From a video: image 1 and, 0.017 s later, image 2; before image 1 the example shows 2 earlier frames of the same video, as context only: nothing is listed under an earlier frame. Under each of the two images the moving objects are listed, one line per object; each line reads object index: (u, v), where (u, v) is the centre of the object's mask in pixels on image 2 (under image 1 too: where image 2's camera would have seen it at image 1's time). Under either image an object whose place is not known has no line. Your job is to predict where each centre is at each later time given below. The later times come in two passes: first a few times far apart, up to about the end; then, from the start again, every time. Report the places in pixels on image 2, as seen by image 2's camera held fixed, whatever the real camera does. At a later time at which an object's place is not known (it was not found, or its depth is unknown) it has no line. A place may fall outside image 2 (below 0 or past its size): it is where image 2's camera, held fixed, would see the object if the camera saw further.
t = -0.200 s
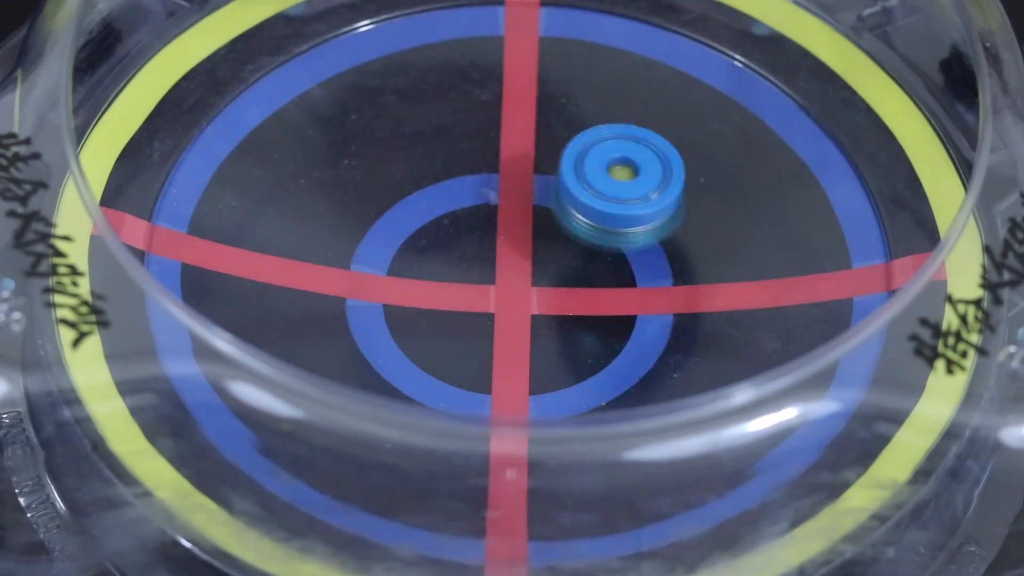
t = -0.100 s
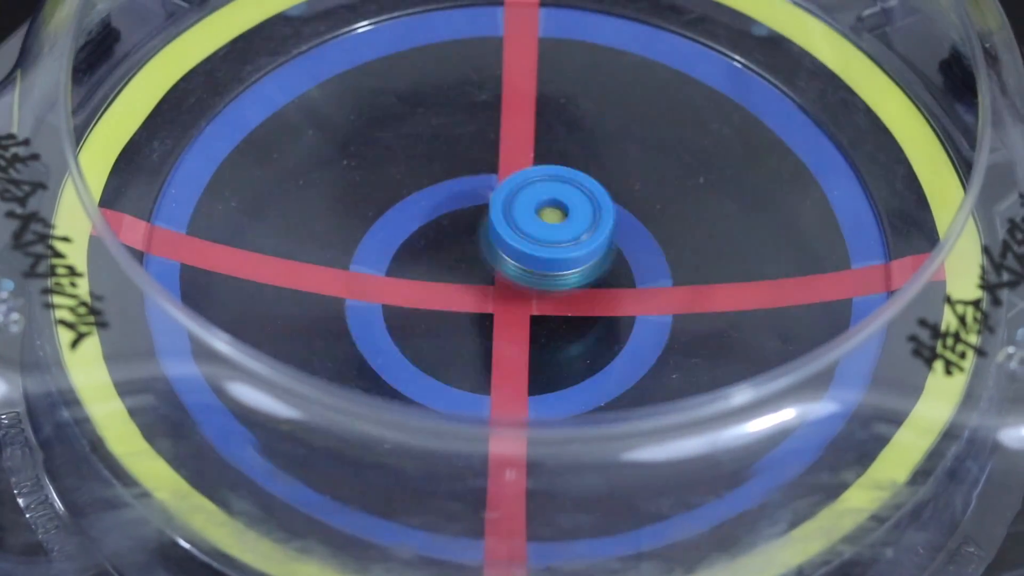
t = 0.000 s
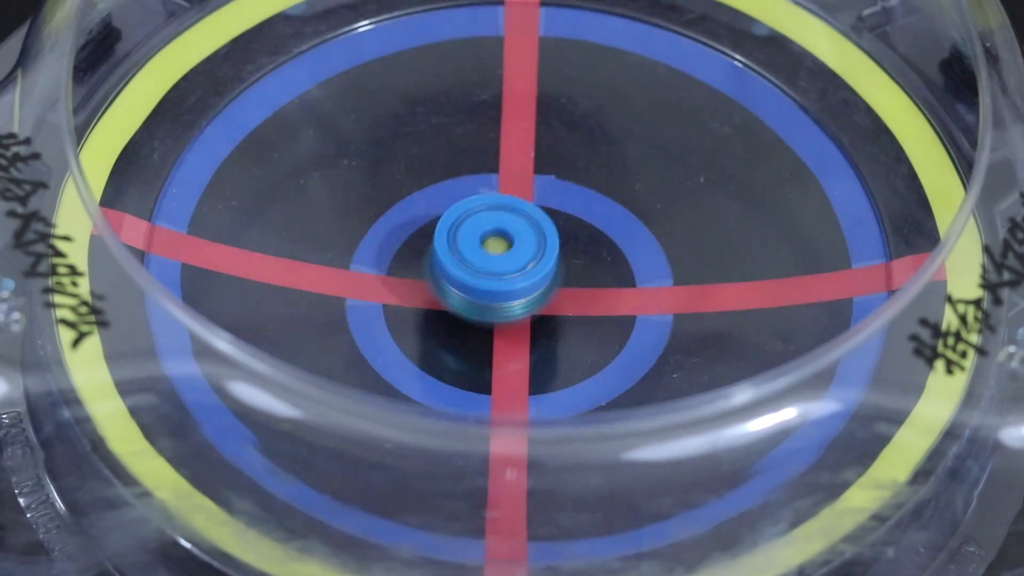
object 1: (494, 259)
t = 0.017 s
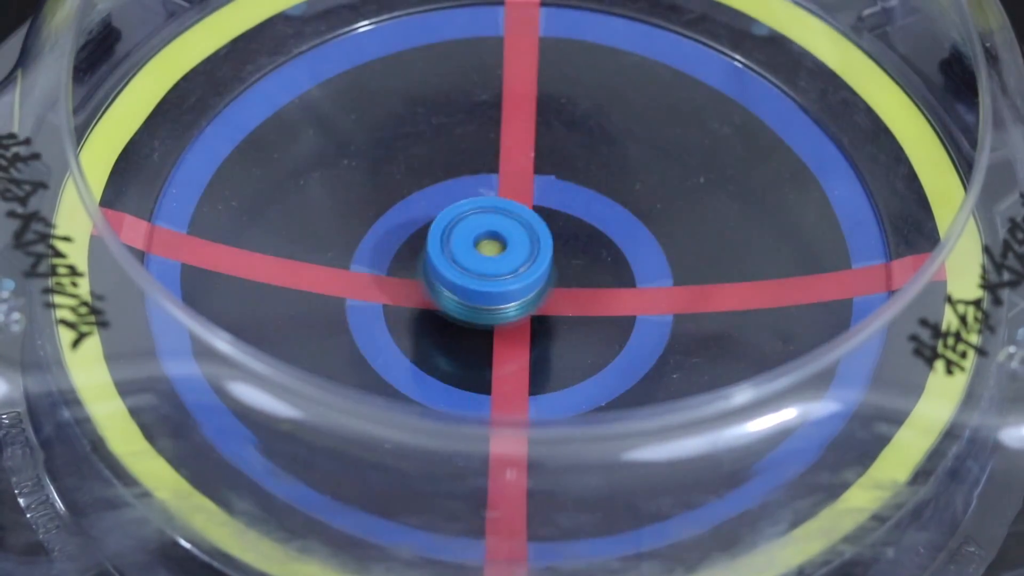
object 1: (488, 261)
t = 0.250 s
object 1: (472, 259)
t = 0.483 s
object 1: (491, 252)
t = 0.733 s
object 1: (492, 241)
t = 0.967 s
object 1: (494, 238)
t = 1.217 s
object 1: (497, 239)
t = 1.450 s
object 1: (508, 238)
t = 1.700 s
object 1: (515, 236)
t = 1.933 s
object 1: (519, 236)
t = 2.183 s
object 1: (534, 245)
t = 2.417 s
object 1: (536, 259)
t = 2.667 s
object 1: (521, 278)
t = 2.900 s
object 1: (496, 271)
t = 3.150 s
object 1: (491, 250)
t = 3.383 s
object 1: (512, 238)
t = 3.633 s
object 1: (536, 247)
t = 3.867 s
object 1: (538, 247)
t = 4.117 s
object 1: (534, 249)
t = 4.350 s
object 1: (531, 256)
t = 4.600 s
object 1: (537, 261)
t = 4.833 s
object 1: (536, 260)
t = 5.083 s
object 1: (526, 262)
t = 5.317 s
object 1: (522, 268)
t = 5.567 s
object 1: (521, 268)
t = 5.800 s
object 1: (513, 266)
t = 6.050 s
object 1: (508, 264)
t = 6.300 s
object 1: (505, 263)
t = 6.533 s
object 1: (501, 260)
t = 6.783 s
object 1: (501, 258)
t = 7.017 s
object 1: (502, 254)
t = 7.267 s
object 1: (503, 251)
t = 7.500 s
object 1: (504, 249)
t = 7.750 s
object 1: (507, 247)
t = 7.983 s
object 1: (509, 248)
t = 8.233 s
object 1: (511, 248)
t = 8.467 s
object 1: (516, 248)
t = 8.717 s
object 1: (517, 250)
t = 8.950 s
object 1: (519, 250)
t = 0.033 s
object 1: (482, 263)
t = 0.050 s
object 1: (478, 264)
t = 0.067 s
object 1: (474, 265)
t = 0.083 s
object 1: (470, 265)
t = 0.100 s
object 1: (467, 265)
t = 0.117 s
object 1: (465, 264)
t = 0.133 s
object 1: (464, 263)
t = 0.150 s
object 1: (464, 263)
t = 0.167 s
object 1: (464, 262)
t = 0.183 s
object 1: (465, 261)
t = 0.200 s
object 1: (467, 261)
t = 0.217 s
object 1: (468, 260)
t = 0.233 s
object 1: (470, 259)
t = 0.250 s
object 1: (472, 259)
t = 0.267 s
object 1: (474, 259)
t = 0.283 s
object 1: (477, 258)
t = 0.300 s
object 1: (479, 258)
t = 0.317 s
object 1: (481, 258)
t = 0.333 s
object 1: (483, 257)
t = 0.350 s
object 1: (485, 257)
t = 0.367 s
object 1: (487, 256)
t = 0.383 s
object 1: (488, 255)
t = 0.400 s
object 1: (489, 255)
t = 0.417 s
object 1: (490, 254)
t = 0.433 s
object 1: (490, 254)
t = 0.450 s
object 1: (491, 253)
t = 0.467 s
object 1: (491, 253)
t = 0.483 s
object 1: (491, 252)
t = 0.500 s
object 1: (491, 251)
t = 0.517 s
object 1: (491, 250)
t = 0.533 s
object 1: (491, 250)
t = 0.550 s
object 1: (491, 249)
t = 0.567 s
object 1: (491, 248)
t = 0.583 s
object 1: (491, 247)
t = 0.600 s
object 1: (490, 246)
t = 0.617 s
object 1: (490, 246)
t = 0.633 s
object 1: (491, 245)
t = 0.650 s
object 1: (491, 244)
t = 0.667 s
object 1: (491, 243)
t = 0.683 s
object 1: (491, 242)
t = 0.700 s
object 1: (491, 242)
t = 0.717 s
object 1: (491, 241)
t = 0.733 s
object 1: (492, 241)
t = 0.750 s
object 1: (492, 240)
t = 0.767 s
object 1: (492, 240)
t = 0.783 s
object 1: (492, 239)
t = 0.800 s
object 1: (492, 239)
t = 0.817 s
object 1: (492, 238)
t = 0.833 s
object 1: (492, 238)
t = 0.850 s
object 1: (492, 238)
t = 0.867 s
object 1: (493, 238)
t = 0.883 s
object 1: (493, 238)
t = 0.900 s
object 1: (493, 238)
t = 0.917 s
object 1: (493, 238)
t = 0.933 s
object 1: (494, 238)
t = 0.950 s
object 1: (494, 238)
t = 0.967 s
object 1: (494, 238)
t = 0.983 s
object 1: (494, 238)
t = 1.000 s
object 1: (494, 238)
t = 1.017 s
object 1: (494, 238)
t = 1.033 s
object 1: (494, 238)
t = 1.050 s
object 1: (495, 238)
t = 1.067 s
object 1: (495, 238)
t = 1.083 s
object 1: (495, 238)
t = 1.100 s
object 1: (495, 239)
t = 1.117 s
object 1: (495, 239)
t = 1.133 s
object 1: (496, 239)
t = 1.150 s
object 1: (496, 238)
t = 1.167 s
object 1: (496, 238)
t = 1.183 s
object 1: (496, 239)
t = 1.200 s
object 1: (497, 239)
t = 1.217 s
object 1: (497, 239)
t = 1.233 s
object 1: (498, 239)
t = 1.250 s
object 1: (499, 239)
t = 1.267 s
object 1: (499, 239)
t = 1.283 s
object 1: (500, 239)
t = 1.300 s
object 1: (501, 239)
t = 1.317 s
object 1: (501, 239)
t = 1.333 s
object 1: (502, 239)
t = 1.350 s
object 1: (503, 239)
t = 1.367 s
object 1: (504, 239)
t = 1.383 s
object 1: (505, 238)
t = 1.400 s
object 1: (506, 238)
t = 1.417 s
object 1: (506, 238)
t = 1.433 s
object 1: (507, 238)
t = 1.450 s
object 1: (508, 238)
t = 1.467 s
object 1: (509, 238)
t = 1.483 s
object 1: (509, 238)
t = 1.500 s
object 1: (510, 238)
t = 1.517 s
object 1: (510, 238)
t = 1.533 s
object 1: (511, 238)
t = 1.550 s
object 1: (512, 238)
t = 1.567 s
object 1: (512, 237)
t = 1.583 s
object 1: (512, 237)
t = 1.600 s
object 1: (513, 237)
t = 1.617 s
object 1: (513, 237)
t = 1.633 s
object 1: (514, 237)
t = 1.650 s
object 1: (514, 236)
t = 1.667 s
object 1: (515, 236)
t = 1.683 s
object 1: (515, 236)
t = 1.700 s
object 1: (515, 236)
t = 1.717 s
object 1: (516, 236)
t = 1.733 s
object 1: (516, 236)
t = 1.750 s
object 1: (516, 236)
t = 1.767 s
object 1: (517, 236)
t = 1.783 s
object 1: (517, 236)
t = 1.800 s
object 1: (517, 236)
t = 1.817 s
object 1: (518, 236)
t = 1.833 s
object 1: (518, 236)
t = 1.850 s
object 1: (518, 236)
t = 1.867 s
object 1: (518, 236)
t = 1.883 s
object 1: (519, 236)
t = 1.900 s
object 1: (519, 236)
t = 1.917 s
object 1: (519, 236)
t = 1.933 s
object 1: (519, 236)
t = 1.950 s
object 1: (520, 237)
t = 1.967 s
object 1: (520, 237)
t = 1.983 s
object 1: (520, 237)
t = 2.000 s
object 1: (521, 237)
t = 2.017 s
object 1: (521, 237)
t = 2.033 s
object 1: (521, 237)
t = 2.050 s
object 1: (522, 238)
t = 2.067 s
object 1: (524, 239)
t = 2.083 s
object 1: (526, 240)
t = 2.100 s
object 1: (527, 240)
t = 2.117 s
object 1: (530, 241)
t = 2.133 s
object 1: (532, 242)
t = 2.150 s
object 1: (533, 243)
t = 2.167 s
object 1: (534, 244)
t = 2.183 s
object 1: (534, 245)
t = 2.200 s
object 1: (534, 245)
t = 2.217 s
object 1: (535, 246)
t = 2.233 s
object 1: (535, 247)
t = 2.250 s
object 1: (535, 247)
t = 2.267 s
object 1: (536, 248)
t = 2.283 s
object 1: (536, 249)
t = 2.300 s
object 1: (535, 251)
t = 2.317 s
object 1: (536, 252)
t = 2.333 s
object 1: (536, 254)
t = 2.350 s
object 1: (536, 255)
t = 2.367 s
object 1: (537, 257)
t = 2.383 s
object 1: (537, 258)
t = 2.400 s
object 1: (537, 258)
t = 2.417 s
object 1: (536, 259)
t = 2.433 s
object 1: (536, 260)
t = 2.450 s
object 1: (536, 261)
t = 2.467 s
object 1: (535, 262)
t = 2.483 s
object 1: (535, 262)
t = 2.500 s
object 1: (536, 263)
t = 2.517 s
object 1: (535, 265)
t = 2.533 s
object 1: (532, 267)
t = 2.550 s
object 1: (528, 269)
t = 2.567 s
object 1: (525, 271)
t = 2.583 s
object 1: (523, 273)
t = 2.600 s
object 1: (522, 274)
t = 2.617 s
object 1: (522, 275)
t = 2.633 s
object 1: (522, 276)
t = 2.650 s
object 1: (522, 277)
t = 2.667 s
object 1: (521, 278)
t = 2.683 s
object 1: (520, 277)
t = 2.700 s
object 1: (520, 277)
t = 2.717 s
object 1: (519, 276)
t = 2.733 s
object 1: (518, 274)
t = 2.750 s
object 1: (517, 274)
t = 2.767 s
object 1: (514, 272)
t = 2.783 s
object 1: (510, 270)
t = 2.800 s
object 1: (506, 268)
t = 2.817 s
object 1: (502, 269)
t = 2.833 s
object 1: (499, 270)
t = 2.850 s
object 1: (497, 271)
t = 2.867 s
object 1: (496, 271)
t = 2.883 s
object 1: (496, 271)
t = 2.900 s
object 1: (496, 271)
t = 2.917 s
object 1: (497, 271)
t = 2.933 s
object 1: (498, 271)
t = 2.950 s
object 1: (499, 271)
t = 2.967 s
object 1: (499, 270)
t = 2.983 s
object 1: (501, 268)
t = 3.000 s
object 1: (502, 265)
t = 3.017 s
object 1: (502, 263)
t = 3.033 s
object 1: (501, 259)
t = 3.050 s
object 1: (499, 257)
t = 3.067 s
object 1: (496, 254)
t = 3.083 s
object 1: (494, 252)
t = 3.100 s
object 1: (492, 251)
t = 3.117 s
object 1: (492, 251)
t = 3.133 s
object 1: (491, 250)
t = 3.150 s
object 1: (491, 250)
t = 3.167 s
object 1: (491, 250)
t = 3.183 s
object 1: (491, 250)
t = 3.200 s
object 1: (491, 250)
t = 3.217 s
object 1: (493, 251)
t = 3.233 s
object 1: (496, 251)
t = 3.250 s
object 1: (500, 251)
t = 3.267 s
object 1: (503, 250)
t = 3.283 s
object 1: (505, 249)
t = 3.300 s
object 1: (508, 248)
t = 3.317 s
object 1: (510, 245)
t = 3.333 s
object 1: (510, 243)
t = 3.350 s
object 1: (511, 242)
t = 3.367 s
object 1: (512, 240)
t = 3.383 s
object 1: (512, 238)
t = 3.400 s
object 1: (513, 238)
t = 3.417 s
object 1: (513, 238)
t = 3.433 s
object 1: (513, 237)
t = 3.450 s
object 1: (513, 238)
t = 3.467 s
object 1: (514, 238)
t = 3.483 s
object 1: (513, 240)
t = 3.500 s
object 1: (515, 241)
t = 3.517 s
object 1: (517, 243)
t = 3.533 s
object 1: (520, 245)
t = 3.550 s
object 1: (524, 246)
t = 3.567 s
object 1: (528, 248)
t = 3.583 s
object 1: (531, 247)
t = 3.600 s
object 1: (534, 247)
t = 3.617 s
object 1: (536, 247)
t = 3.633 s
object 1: (536, 247)
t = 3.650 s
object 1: (536, 247)
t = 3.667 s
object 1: (537, 246)
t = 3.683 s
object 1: (537, 247)
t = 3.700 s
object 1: (538, 247)
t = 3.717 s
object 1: (538, 246)
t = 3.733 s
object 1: (538, 247)
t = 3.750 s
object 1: (538, 246)
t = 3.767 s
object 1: (538, 247)
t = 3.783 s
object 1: (538, 246)
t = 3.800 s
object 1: (538, 246)
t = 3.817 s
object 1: (538, 246)
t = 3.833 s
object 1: (538, 246)
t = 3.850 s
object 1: (538, 246)
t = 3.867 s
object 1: (538, 247)
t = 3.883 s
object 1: (537, 246)
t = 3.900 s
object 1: (537, 247)
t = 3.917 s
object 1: (537, 246)
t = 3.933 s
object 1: (536, 247)
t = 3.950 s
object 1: (536, 247)
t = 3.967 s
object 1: (536, 246)
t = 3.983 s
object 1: (536, 247)
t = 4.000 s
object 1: (536, 247)
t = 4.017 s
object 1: (536, 247)
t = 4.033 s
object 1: (536, 247)
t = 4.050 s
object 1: (535, 247)
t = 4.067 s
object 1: (535, 248)
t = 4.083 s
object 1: (535, 248)
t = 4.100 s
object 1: (534, 249)
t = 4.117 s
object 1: (534, 249)
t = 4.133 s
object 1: (534, 249)
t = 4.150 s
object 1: (533, 250)
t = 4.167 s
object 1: (533, 249)
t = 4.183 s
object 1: (532, 250)
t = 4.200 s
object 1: (533, 251)
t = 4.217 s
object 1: (532, 251)
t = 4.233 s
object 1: (532, 252)
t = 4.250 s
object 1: (532, 251)
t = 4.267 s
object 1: (531, 253)
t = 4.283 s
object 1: (531, 253)
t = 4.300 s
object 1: (531, 253)
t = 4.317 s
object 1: (531, 254)
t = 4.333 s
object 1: (531, 254)
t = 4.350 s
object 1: (531, 256)
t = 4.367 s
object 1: (531, 255)
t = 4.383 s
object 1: (531, 257)
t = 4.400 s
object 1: (532, 257)
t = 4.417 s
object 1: (532, 258)
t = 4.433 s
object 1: (533, 259)
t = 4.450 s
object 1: (533, 259)
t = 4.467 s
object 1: (533, 260)
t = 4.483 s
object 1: (534, 260)
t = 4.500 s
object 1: (534, 261)
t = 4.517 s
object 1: (535, 261)
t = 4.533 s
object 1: (535, 261)
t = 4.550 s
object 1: (536, 262)
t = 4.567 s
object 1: (536, 261)
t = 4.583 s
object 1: (537, 262)
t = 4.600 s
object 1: (537, 261)
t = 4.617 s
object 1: (537, 262)
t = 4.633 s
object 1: (538, 262)
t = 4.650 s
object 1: (538, 262)
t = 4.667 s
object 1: (538, 262)
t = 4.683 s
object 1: (538, 262)
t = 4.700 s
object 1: (538, 262)
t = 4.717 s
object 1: (538, 261)
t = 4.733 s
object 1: (538, 262)
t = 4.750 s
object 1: (538, 261)
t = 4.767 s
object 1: (538, 262)
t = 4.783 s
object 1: (538, 261)
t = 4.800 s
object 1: (537, 261)
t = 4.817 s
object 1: (537, 261)
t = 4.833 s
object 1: (536, 260)
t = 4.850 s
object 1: (536, 261)
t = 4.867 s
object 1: (535, 260)
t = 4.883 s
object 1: (535, 261)
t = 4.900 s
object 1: (534, 260)
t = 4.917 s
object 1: (533, 261)
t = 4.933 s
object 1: (533, 260)
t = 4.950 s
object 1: (532, 261)
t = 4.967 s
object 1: (532, 261)
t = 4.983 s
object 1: (531, 261)
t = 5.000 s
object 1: (530, 261)
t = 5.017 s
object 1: (529, 261)
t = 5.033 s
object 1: (528, 262)
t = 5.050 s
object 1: (527, 261)
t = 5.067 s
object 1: (527, 262)
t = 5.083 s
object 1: (526, 262)
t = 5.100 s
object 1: (525, 263)
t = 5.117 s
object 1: (525, 263)
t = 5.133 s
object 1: (524, 264)
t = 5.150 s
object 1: (524, 264)
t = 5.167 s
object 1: (523, 265)
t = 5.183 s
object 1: (523, 265)
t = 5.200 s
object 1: (522, 266)
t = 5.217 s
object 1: (522, 266)
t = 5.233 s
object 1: (521, 266)
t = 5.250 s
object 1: (522, 267)
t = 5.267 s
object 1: (521, 266)
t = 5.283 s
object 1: (522, 267)
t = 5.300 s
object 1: (521, 267)
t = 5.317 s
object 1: (522, 268)
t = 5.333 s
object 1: (522, 267)
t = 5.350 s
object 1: (521, 268)
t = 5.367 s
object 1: (522, 268)
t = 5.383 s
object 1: (522, 269)
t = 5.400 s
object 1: (522, 268)
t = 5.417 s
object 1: (521, 269)
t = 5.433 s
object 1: (522, 268)
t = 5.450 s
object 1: (521, 269)
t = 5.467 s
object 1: (522, 268)
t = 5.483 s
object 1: (521, 268)
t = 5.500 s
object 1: (521, 268)
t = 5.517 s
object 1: (521, 268)
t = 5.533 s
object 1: (521, 268)
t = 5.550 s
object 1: (521, 268)
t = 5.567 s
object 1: (521, 268)
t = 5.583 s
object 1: (520, 268)
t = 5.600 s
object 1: (521, 268)
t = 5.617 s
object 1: (520, 267)
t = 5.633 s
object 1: (520, 268)
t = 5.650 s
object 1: (519, 266)
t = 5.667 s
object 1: (519, 267)
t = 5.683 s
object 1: (518, 266)
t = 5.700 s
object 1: (518, 267)
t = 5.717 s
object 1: (517, 266)
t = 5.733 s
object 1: (516, 267)
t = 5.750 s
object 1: (515, 265)
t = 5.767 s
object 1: (515, 266)
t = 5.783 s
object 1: (514, 265)
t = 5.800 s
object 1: (513, 266)
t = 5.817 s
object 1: (512, 265)
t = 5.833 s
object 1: (512, 266)
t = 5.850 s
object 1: (511, 265)
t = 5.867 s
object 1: (511, 266)
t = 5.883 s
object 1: (510, 264)
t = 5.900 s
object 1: (510, 265)
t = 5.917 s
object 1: (510, 264)
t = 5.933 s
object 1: (509, 265)
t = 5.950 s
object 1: (509, 264)
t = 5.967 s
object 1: (509, 265)
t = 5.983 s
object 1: (509, 264)
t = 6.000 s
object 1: (509, 265)
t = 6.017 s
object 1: (508, 264)
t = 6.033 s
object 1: (508, 265)
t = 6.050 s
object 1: (508, 264)
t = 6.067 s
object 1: (508, 265)
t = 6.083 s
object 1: (507, 264)
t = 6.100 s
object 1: (507, 265)
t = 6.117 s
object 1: (507, 264)
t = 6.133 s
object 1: (507, 265)
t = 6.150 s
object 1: (506, 264)
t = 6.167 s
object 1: (506, 264)
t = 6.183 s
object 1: (505, 264)
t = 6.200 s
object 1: (506, 264)
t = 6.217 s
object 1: (505, 263)
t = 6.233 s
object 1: (506, 263)
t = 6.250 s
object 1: (505, 263)
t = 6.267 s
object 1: (505, 263)
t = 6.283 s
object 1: (505, 263)
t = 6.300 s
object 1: (505, 263)
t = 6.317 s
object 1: (504, 263)
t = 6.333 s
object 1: (505, 262)
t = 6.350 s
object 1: (504, 263)
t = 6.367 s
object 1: (504, 262)
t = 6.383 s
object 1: (504, 262)
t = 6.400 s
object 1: (504, 261)
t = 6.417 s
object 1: (503, 262)
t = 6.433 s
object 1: (503, 261)
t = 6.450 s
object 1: (503, 261)
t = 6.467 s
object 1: (503, 260)
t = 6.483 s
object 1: (502, 261)
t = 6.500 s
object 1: (502, 260)
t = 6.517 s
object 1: (501, 260)
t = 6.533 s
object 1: (501, 260)
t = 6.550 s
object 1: (501, 259)
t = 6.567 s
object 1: (500, 259)
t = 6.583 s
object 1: (501, 259)
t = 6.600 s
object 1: (500, 259)
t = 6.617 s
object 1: (501, 258)
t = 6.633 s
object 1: (500, 259)
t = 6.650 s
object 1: (501, 258)
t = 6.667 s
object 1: (501, 259)
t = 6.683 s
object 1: (501, 257)
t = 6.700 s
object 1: (501, 258)
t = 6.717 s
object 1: (501, 258)
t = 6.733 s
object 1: (501, 258)
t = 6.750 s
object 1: (501, 258)
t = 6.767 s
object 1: (501, 258)
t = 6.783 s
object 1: (501, 258)
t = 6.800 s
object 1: (501, 258)
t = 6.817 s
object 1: (501, 258)
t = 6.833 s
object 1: (501, 257)
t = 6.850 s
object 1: (501, 258)
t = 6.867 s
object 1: (502, 257)
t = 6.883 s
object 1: (501, 258)
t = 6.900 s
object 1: (501, 256)
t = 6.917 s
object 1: (502, 257)
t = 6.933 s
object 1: (501, 256)
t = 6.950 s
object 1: (502, 256)
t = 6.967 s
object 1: (502, 256)
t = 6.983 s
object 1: (502, 255)
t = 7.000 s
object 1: (502, 255)
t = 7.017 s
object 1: (502, 254)
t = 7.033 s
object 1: (502, 255)
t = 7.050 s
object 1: (502, 253)
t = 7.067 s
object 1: (502, 254)
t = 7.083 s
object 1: (502, 253)
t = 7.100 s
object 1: (503, 253)
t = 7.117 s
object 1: (502, 253)
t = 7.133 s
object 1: (503, 252)
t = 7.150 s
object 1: (503, 252)
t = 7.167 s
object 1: (503, 251)
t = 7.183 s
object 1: (503, 252)
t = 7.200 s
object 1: (503, 251)
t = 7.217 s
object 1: (503, 251)
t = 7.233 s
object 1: (503, 251)
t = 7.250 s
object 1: (503, 250)
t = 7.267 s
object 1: (503, 251)
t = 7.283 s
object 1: (503, 249)
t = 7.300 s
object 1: (503, 250)
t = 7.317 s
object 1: (503, 249)
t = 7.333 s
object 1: (503, 250)
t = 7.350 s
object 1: (503, 249)
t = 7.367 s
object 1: (504, 249)
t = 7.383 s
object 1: (503, 249)
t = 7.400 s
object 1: (504, 249)
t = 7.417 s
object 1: (504, 250)
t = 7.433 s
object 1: (504, 248)
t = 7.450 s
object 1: (504, 249)
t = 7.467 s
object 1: (504, 249)
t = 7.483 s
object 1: (505, 248)
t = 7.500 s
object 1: (504, 249)
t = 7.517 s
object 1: (505, 248)
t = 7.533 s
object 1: (505, 249)
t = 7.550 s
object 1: (504, 248)
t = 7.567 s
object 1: (505, 248)
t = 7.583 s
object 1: (505, 248)
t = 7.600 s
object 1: (505, 248)
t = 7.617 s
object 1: (505, 249)
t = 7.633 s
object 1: (505, 247)
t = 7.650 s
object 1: (506, 248)
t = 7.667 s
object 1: (505, 248)
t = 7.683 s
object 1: (507, 248)
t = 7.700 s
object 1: (506, 248)
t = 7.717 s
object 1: (507, 247)
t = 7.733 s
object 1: (507, 248)
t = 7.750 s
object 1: (507, 247)
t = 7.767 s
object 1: (508, 248)
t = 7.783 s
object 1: (507, 248)
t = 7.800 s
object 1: (508, 247)
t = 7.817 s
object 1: (508, 248)
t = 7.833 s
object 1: (508, 247)
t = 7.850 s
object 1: (508, 248)
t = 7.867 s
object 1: (508, 247)
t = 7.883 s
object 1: (508, 247)
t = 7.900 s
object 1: (508, 248)
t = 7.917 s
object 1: (508, 246)
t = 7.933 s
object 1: (509, 248)
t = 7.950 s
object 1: (508, 247)
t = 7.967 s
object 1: (509, 247)
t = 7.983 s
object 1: (509, 248)
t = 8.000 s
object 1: (509, 246)
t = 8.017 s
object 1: (509, 247)
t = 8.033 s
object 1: (509, 247)
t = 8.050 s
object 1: (509, 247)
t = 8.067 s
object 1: (509, 247)
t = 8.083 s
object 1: (510, 246)
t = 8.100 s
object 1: (510, 248)
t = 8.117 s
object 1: (509, 247)
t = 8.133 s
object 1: (511, 247)
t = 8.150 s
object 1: (510, 248)
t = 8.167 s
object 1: (510, 247)
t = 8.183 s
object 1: (511, 248)
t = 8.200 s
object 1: (510, 247)
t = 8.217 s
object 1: (512, 247)
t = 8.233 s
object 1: (511, 248)
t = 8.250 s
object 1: (512, 247)
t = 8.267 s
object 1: (512, 248)
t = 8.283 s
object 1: (512, 248)
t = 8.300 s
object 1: (513, 248)
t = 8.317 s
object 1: (513, 248)
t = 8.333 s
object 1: (513, 247)
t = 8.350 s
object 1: (514, 248)
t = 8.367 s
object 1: (514, 248)
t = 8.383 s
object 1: (515, 247)
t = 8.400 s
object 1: (515, 249)
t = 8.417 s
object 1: (515, 248)
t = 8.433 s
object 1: (516, 248)
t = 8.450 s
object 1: (516, 249)
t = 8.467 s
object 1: (516, 248)
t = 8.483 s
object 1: (517, 249)
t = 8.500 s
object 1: (516, 249)
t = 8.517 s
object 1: (517, 248)
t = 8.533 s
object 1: (517, 249)
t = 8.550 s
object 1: (516, 248)
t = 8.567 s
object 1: (517, 249)
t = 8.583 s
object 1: (517, 249)
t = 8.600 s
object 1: (517, 248)
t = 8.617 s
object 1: (517, 249)
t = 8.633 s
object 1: (516, 249)
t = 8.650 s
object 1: (518, 249)
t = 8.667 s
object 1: (517, 250)
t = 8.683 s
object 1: (517, 248)
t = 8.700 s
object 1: (518, 249)
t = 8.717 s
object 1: (517, 250)
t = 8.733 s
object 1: (517, 248)
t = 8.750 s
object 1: (518, 249)
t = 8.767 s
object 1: (517, 249)
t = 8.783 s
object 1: (518, 249)
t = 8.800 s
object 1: (518, 250)
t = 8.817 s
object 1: (518, 249)
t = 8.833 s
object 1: (519, 250)
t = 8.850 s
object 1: (518, 250)
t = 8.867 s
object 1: (518, 249)
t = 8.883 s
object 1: (519, 250)
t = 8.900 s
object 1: (519, 250)
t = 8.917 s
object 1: (519, 249)
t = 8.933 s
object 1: (519, 251)
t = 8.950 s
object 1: (519, 250)
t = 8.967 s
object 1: (519, 250)
